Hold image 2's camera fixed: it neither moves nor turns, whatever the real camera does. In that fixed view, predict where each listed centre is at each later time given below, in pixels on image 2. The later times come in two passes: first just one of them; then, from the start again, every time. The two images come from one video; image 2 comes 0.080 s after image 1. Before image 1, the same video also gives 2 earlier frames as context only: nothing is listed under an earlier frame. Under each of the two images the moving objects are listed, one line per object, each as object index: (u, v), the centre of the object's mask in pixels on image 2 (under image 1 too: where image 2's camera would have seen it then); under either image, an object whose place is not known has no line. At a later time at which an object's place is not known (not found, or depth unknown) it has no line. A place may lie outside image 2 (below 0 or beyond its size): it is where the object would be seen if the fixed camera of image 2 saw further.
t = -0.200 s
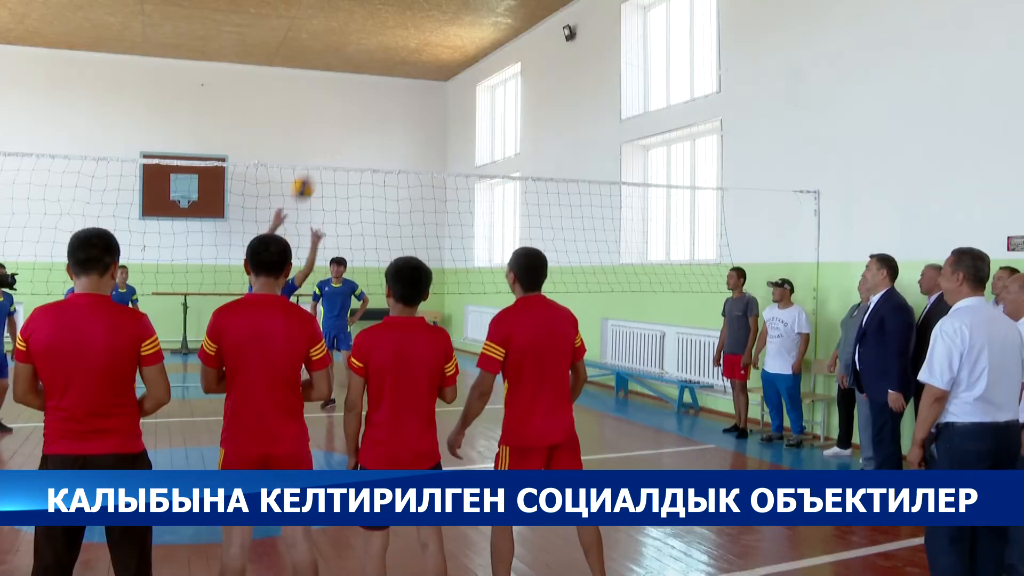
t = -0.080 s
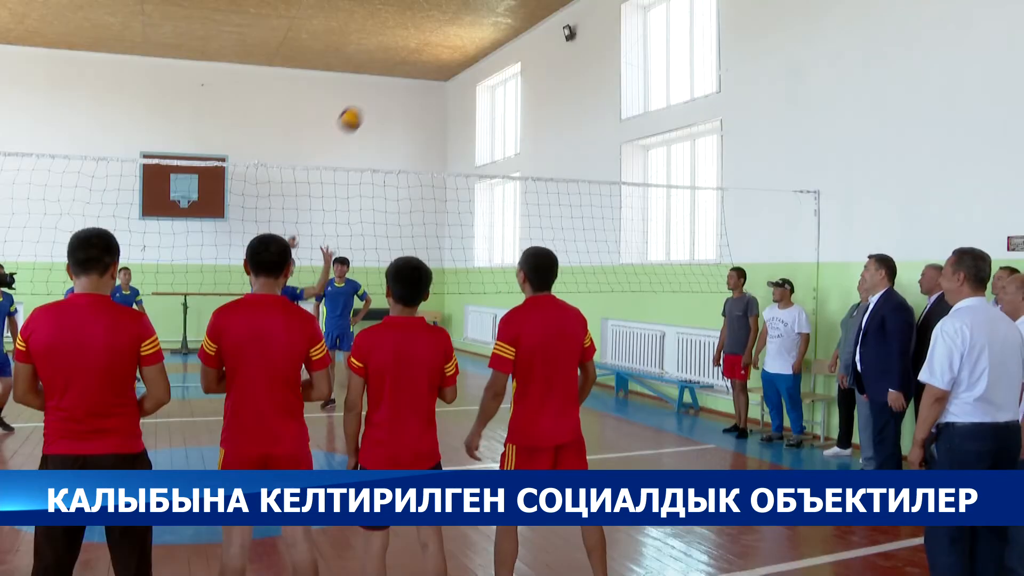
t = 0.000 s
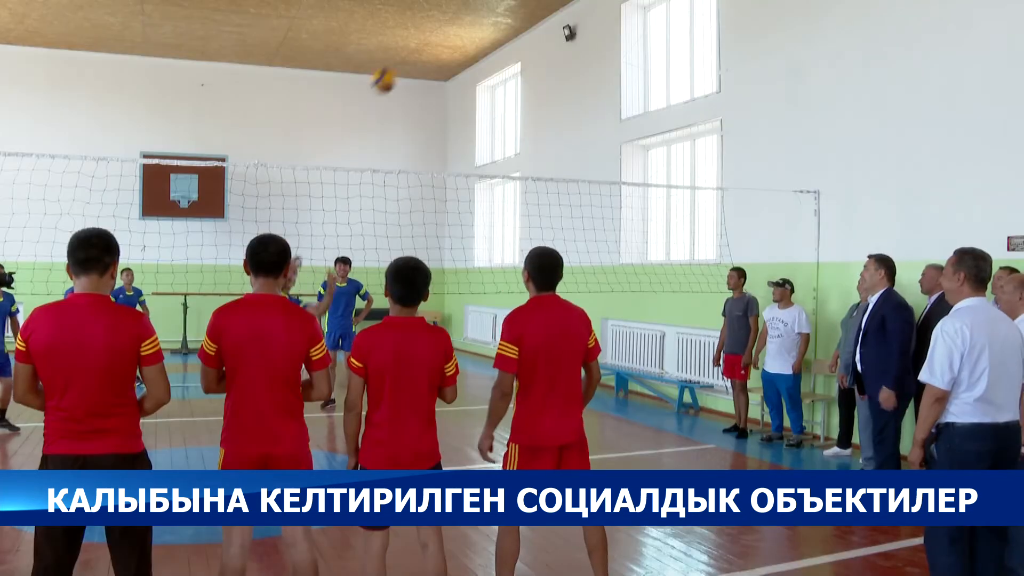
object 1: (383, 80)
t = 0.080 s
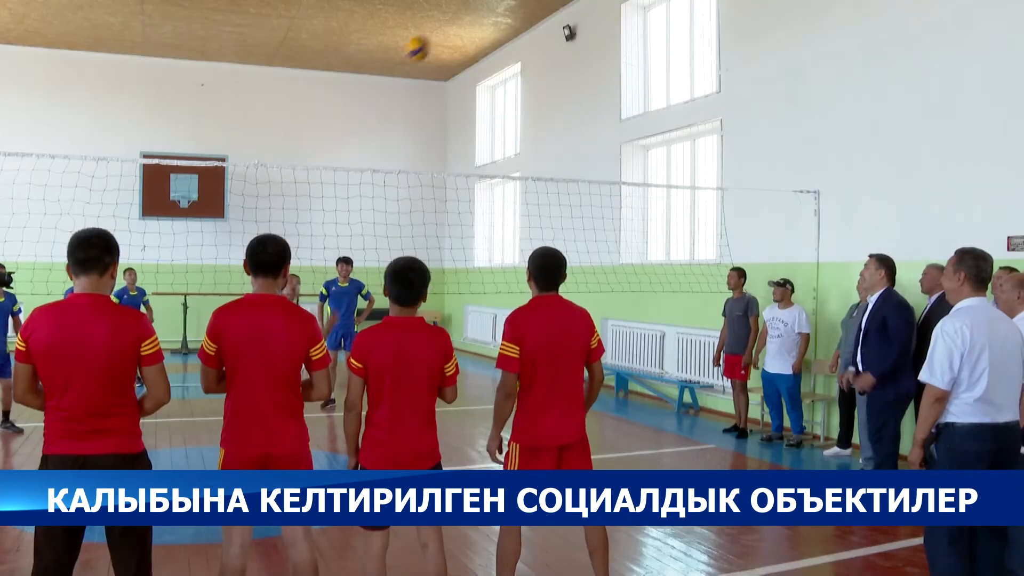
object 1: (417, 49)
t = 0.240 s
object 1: (490, 6)
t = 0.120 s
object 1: (436, 34)
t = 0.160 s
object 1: (454, 22)
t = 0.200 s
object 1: (473, 11)
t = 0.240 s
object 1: (490, 6)
